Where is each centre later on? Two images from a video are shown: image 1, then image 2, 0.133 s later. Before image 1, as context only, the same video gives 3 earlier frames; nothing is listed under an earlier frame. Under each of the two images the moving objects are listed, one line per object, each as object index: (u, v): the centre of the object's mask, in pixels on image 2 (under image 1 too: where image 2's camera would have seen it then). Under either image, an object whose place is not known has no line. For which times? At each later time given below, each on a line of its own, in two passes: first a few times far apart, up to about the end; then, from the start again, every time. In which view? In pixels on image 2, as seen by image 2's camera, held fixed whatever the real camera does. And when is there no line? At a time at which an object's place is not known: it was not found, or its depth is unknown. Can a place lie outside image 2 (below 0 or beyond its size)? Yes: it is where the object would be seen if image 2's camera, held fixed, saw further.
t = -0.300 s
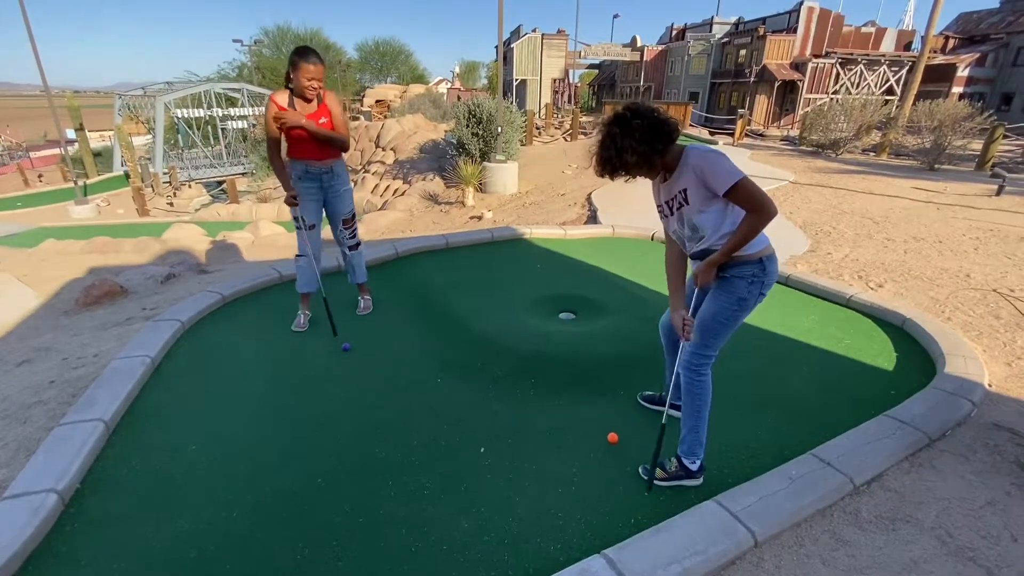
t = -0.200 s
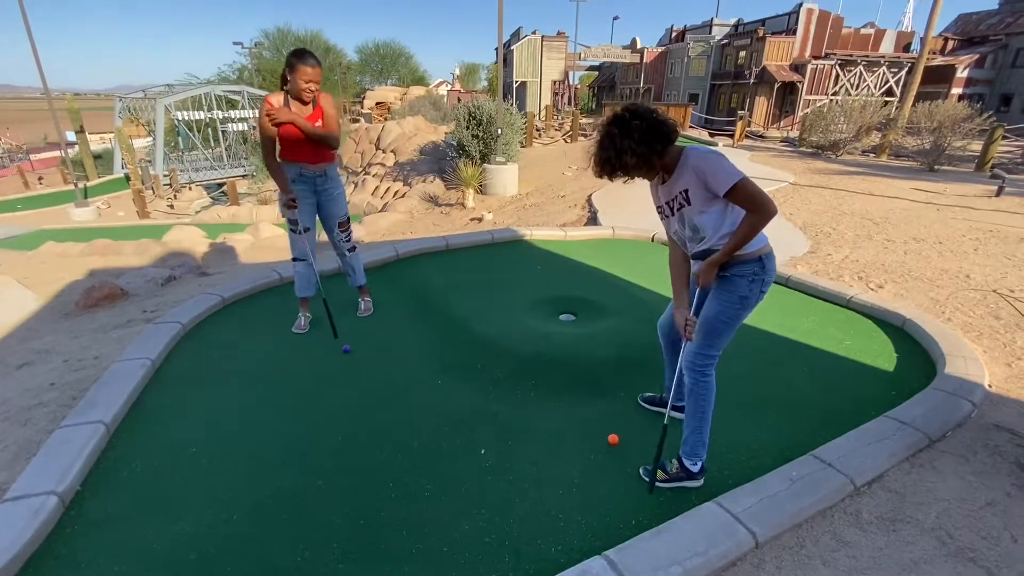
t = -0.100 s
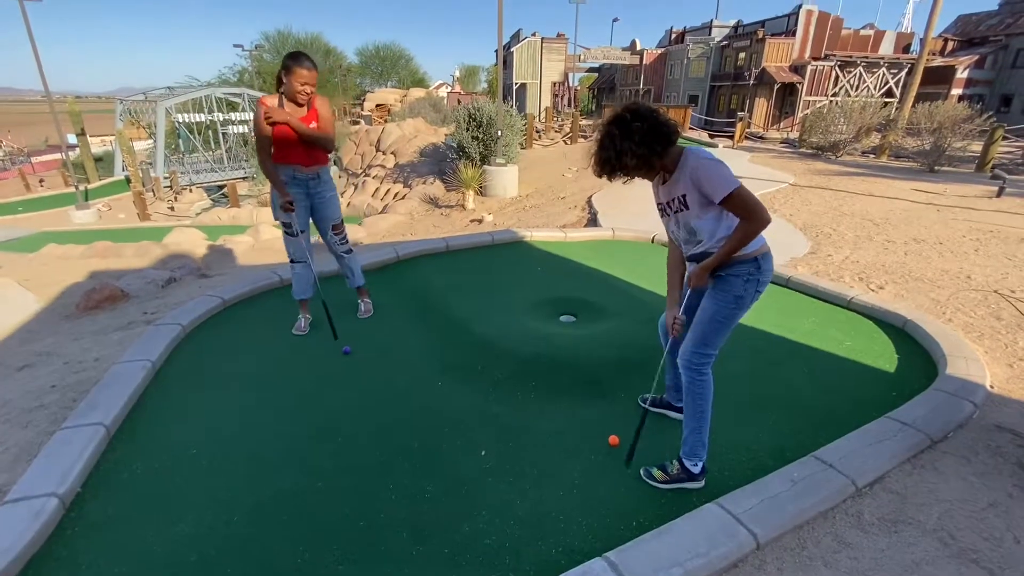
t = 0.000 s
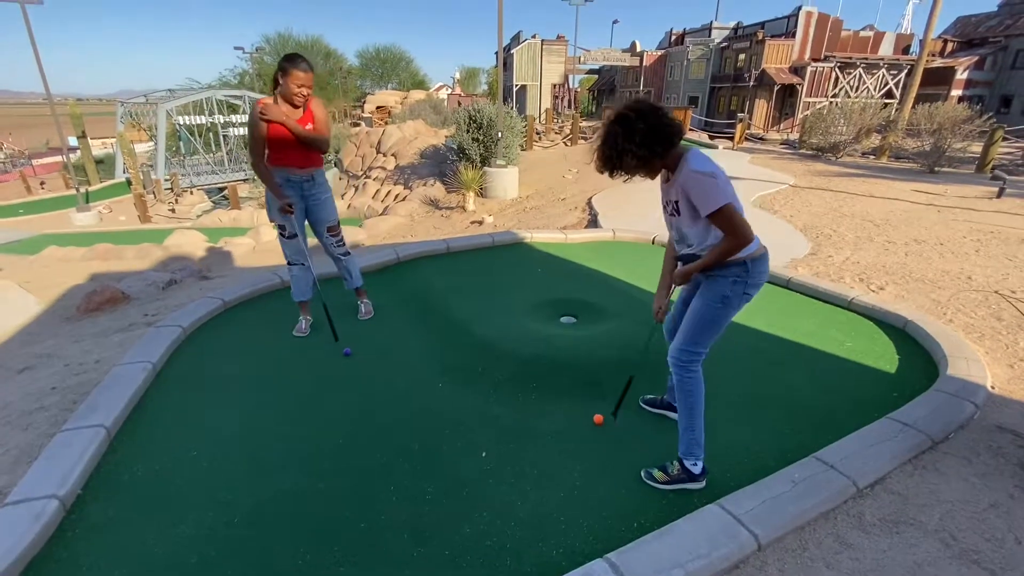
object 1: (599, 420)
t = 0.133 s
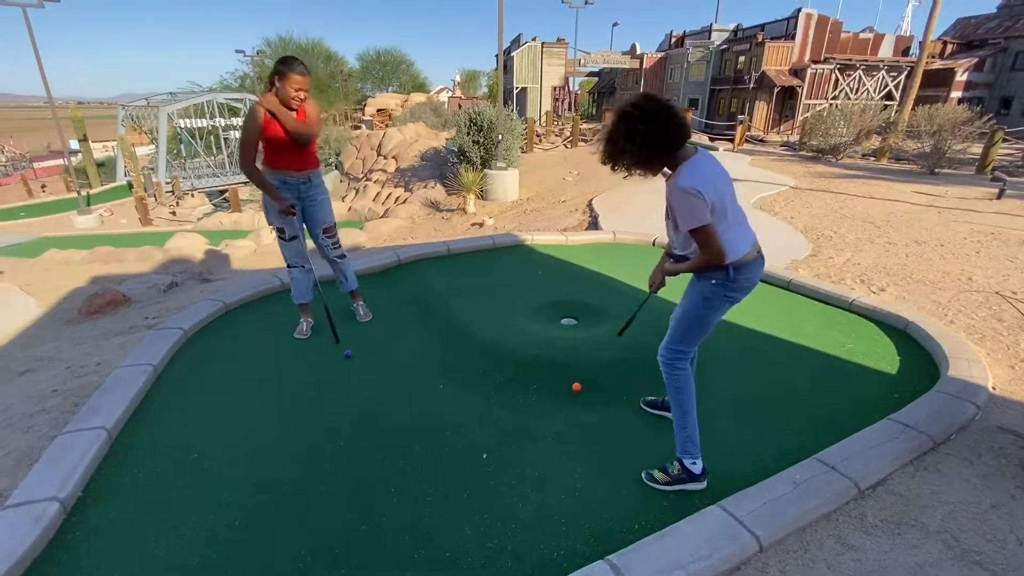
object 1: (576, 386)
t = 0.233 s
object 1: (566, 369)
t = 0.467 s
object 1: (543, 345)
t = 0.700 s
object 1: (521, 330)
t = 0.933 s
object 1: (504, 317)
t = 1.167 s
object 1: (490, 306)
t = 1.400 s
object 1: (478, 296)
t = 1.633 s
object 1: (466, 288)
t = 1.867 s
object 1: (458, 281)
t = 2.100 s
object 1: (449, 275)
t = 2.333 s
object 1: (442, 270)
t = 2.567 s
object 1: (436, 266)
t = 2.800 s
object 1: (429, 262)
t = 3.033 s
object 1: (422, 260)
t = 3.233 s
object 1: (414, 260)
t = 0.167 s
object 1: (573, 380)
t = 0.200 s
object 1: (569, 374)
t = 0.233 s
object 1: (566, 369)
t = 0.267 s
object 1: (563, 365)
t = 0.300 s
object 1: (560, 361)
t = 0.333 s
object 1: (556, 357)
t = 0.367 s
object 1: (553, 353)
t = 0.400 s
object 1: (550, 350)
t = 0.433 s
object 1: (546, 347)
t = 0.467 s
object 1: (543, 345)
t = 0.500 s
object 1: (540, 343)
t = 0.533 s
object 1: (536, 340)
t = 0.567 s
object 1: (533, 338)
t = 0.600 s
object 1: (530, 336)
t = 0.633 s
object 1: (528, 334)
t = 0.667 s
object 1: (524, 332)
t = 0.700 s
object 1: (521, 330)
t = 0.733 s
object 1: (518, 328)
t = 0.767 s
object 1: (515, 326)
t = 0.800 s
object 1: (513, 324)
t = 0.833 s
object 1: (511, 322)
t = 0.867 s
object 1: (509, 321)
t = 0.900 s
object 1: (506, 318)
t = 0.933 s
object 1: (504, 317)
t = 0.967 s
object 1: (502, 315)
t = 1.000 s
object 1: (500, 313)
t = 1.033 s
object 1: (497, 312)
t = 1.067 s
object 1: (495, 310)
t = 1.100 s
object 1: (494, 309)
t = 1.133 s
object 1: (492, 307)
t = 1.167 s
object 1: (490, 306)
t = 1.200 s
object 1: (488, 304)
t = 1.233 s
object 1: (486, 303)
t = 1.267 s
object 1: (484, 301)
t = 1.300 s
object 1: (483, 300)
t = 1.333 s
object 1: (481, 299)
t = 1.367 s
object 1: (479, 298)
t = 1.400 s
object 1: (478, 296)
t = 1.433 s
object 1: (476, 295)
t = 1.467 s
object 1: (474, 294)
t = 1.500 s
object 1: (473, 293)
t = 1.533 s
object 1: (472, 292)
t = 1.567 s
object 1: (470, 290)
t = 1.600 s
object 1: (468, 289)
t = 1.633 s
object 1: (466, 288)
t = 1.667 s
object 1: (465, 287)
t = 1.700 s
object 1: (464, 285)
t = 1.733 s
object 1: (463, 284)
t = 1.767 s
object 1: (461, 283)
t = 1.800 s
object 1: (460, 282)
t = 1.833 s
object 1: (459, 282)
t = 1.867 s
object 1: (458, 281)
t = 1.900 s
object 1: (456, 280)
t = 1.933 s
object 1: (455, 279)
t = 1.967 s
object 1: (454, 278)
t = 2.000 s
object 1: (453, 277)
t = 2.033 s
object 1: (452, 276)
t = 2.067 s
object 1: (451, 276)
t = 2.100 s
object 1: (449, 275)
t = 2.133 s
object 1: (448, 274)
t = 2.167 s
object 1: (447, 273)
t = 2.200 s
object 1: (446, 272)
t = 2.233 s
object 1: (445, 272)
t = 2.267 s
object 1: (444, 271)
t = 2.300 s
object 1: (443, 270)
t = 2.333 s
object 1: (442, 270)
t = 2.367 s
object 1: (441, 269)
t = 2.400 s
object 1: (440, 269)
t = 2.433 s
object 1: (440, 268)
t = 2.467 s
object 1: (439, 267)
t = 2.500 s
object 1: (438, 267)
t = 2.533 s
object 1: (436, 266)
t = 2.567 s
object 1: (436, 266)
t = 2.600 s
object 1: (435, 265)
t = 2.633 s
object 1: (434, 265)
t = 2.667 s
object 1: (433, 264)
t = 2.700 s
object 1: (432, 264)
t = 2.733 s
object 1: (431, 263)
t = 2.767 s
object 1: (430, 262)
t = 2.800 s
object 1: (429, 262)
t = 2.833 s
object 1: (428, 262)
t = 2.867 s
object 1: (427, 261)
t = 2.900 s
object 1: (427, 261)
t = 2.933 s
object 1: (425, 261)
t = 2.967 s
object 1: (423, 261)
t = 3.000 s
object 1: (422, 260)
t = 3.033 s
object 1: (422, 260)
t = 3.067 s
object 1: (420, 260)
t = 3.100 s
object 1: (419, 259)
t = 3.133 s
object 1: (418, 260)
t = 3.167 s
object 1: (417, 259)
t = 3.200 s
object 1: (415, 259)
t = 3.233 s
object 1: (414, 260)
